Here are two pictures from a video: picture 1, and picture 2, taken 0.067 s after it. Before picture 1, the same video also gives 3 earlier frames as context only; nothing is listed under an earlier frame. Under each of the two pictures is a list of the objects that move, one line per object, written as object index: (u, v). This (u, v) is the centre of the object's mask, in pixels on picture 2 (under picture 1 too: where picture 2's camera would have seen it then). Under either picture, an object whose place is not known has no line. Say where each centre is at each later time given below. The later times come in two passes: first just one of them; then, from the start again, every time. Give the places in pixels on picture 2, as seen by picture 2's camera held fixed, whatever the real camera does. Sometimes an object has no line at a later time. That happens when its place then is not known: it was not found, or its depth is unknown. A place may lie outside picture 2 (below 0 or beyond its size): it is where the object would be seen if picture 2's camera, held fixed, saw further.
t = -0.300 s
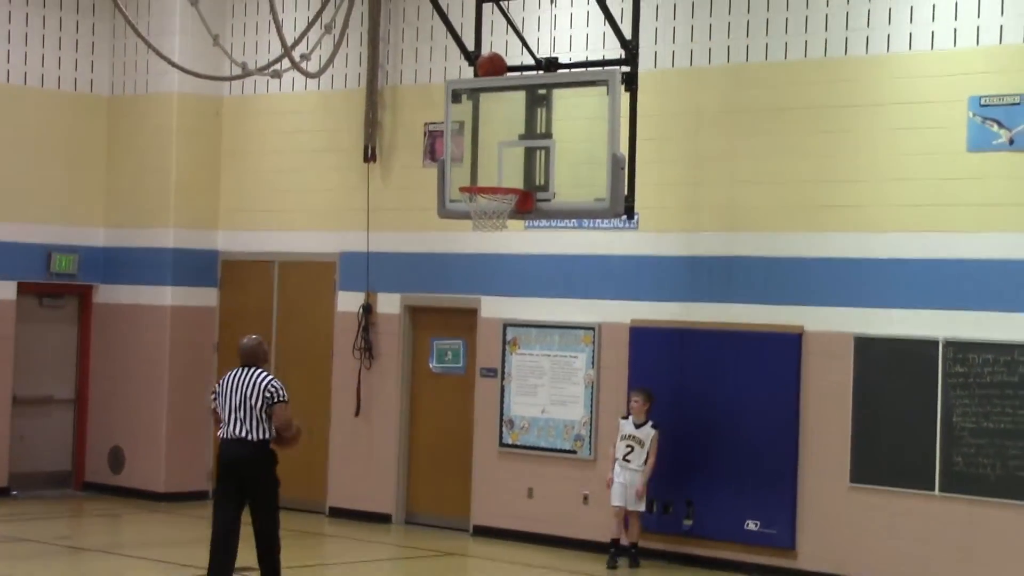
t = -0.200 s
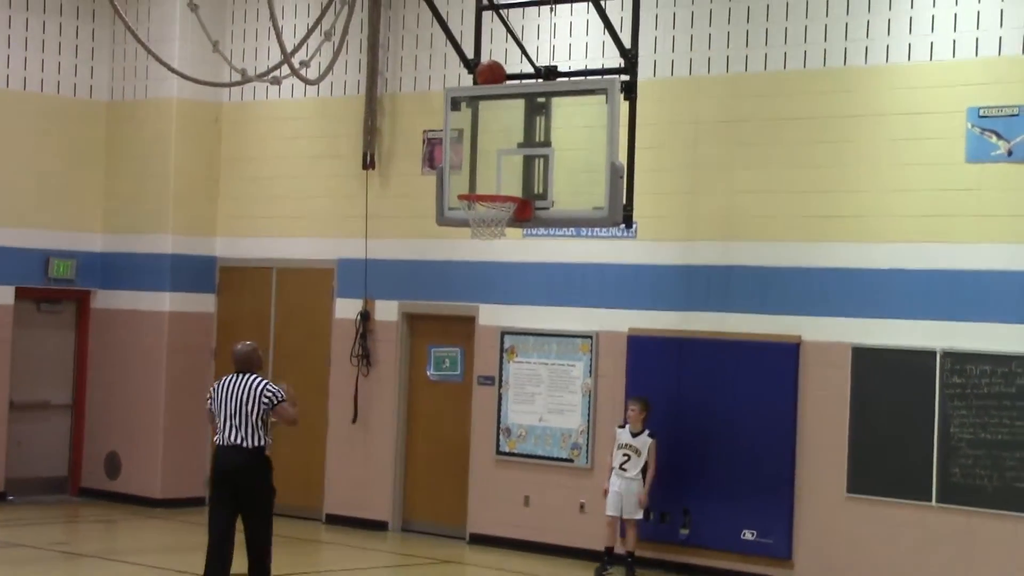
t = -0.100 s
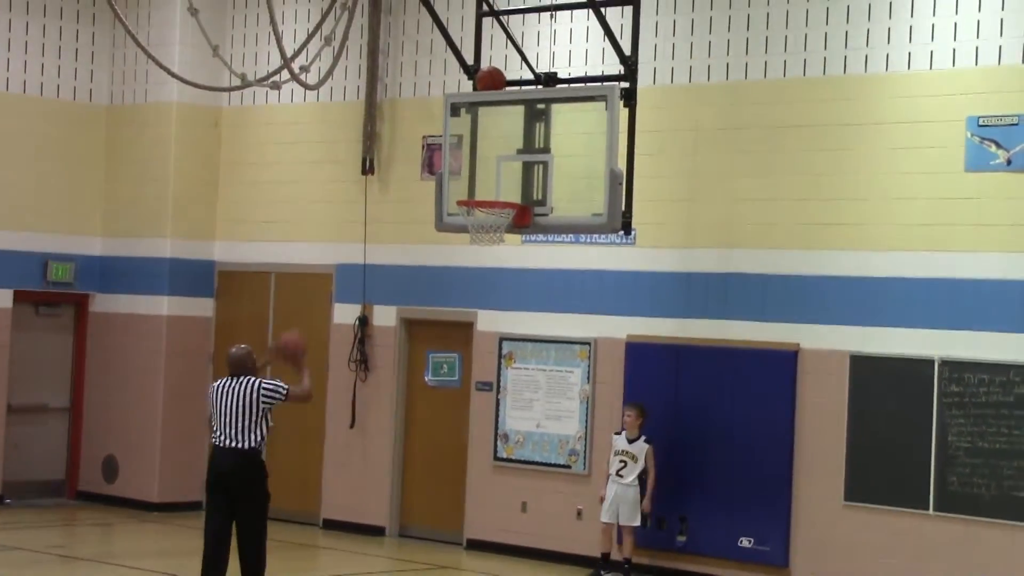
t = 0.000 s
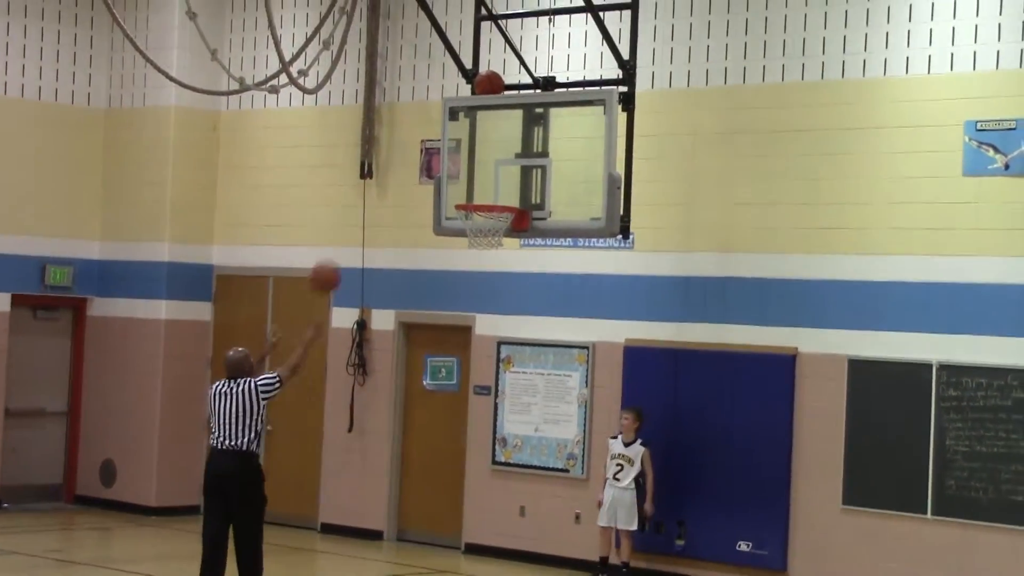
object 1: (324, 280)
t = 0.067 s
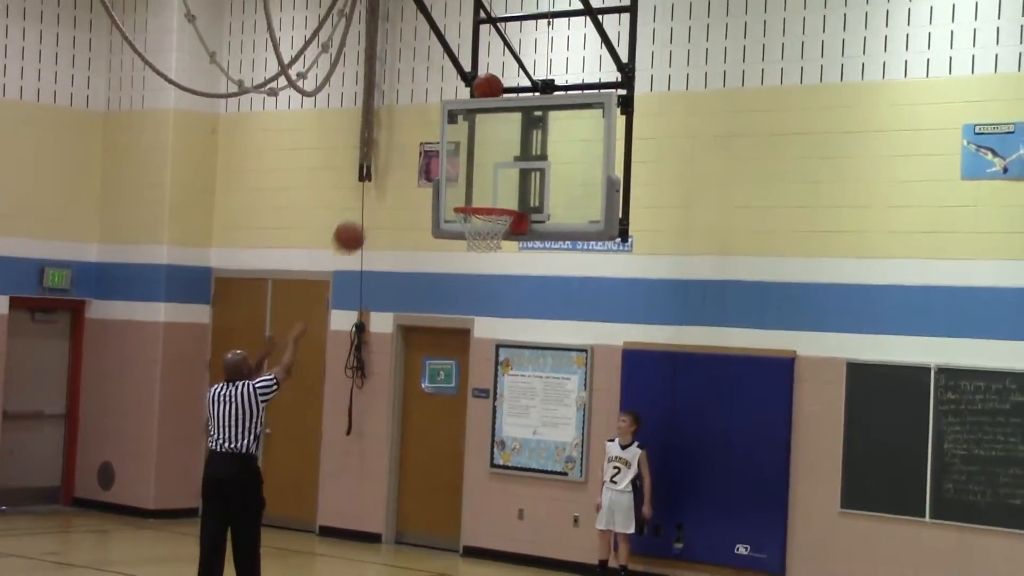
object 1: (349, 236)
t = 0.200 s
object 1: (397, 171)
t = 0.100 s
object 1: (361, 218)
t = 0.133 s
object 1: (373, 200)
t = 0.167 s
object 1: (385, 185)
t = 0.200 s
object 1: (397, 171)
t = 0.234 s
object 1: (408, 158)
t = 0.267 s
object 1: (419, 147)
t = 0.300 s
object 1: (430, 137)
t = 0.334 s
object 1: (441, 129)
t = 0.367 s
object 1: (452, 122)
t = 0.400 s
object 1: (452, 118)
